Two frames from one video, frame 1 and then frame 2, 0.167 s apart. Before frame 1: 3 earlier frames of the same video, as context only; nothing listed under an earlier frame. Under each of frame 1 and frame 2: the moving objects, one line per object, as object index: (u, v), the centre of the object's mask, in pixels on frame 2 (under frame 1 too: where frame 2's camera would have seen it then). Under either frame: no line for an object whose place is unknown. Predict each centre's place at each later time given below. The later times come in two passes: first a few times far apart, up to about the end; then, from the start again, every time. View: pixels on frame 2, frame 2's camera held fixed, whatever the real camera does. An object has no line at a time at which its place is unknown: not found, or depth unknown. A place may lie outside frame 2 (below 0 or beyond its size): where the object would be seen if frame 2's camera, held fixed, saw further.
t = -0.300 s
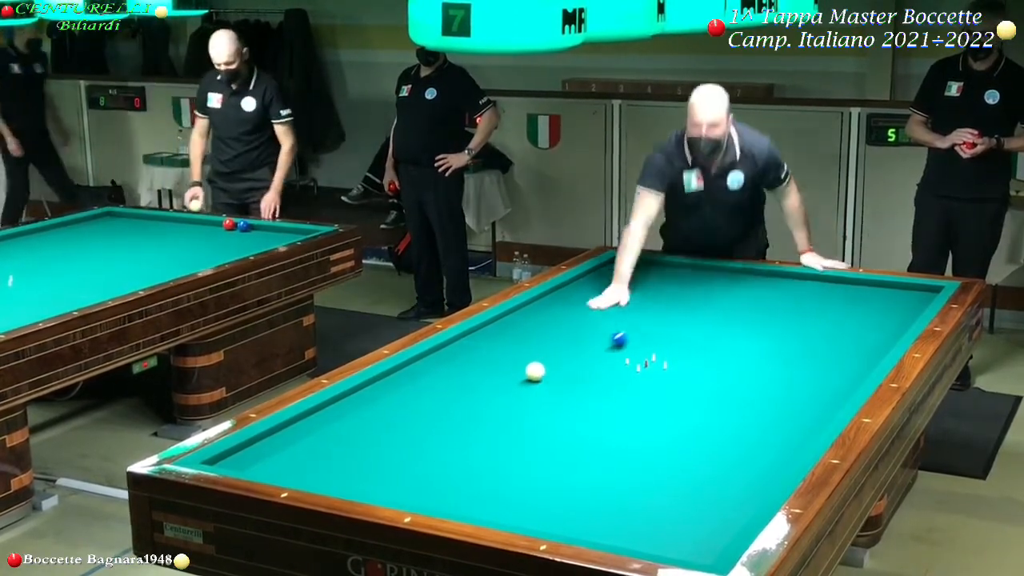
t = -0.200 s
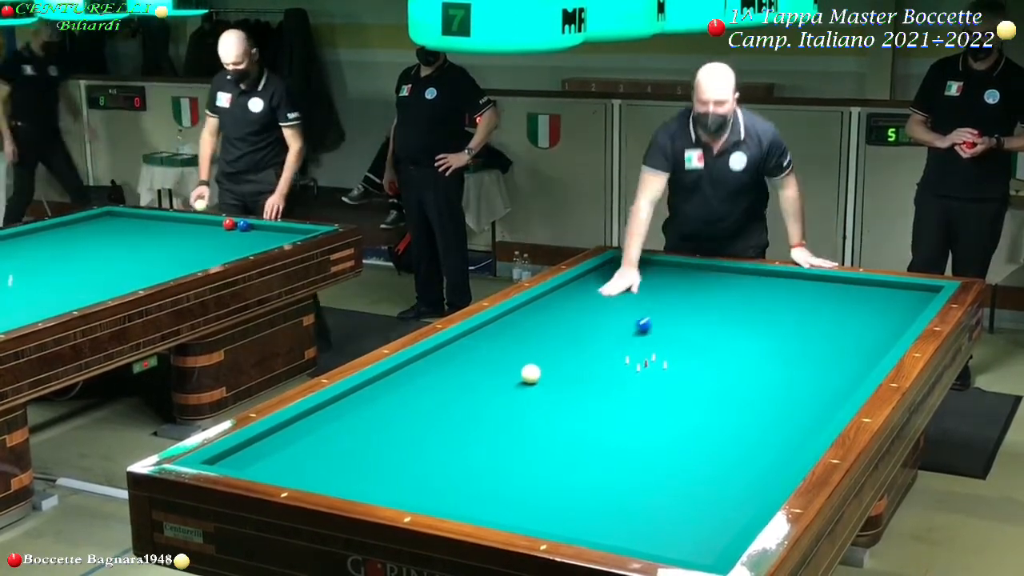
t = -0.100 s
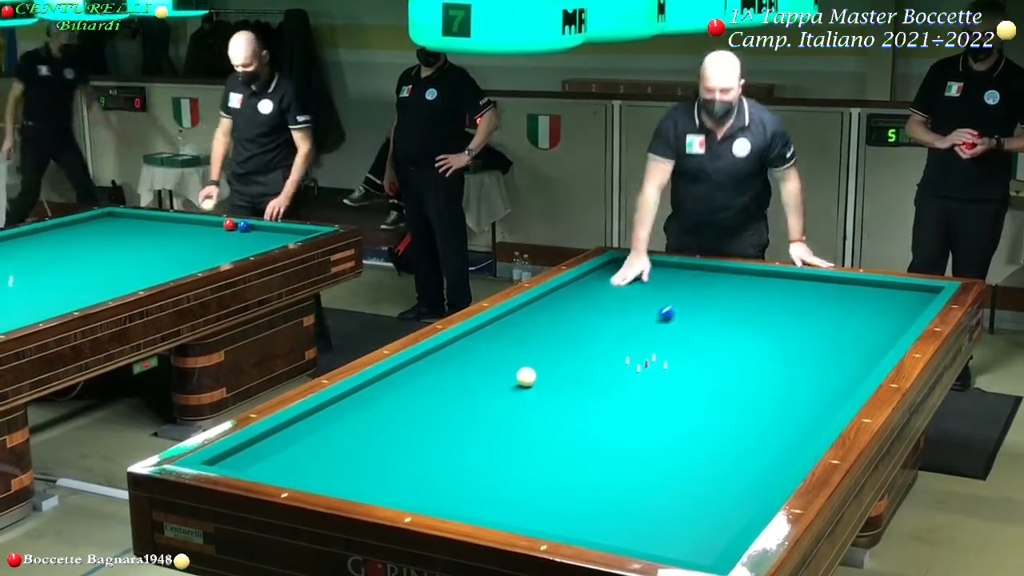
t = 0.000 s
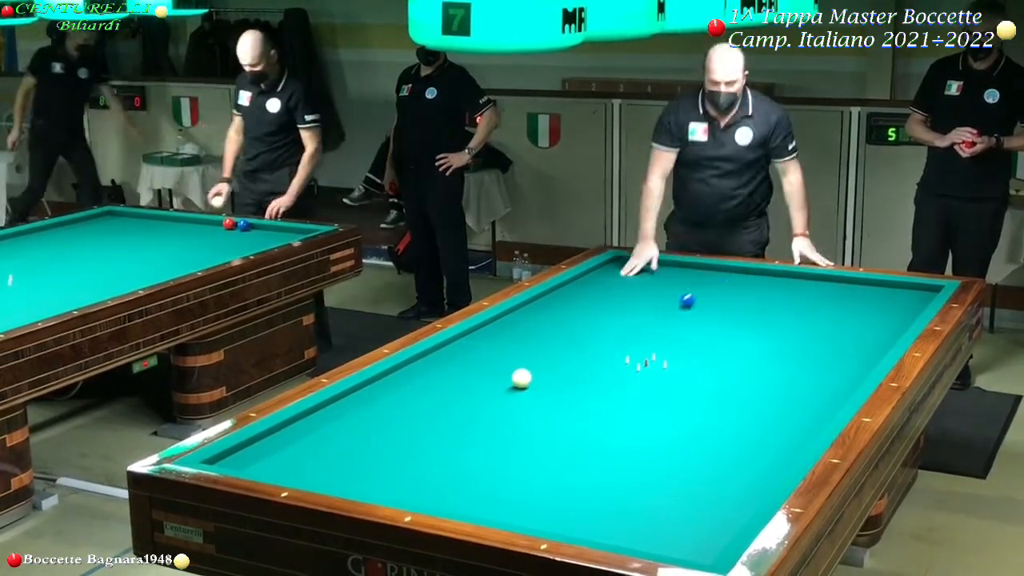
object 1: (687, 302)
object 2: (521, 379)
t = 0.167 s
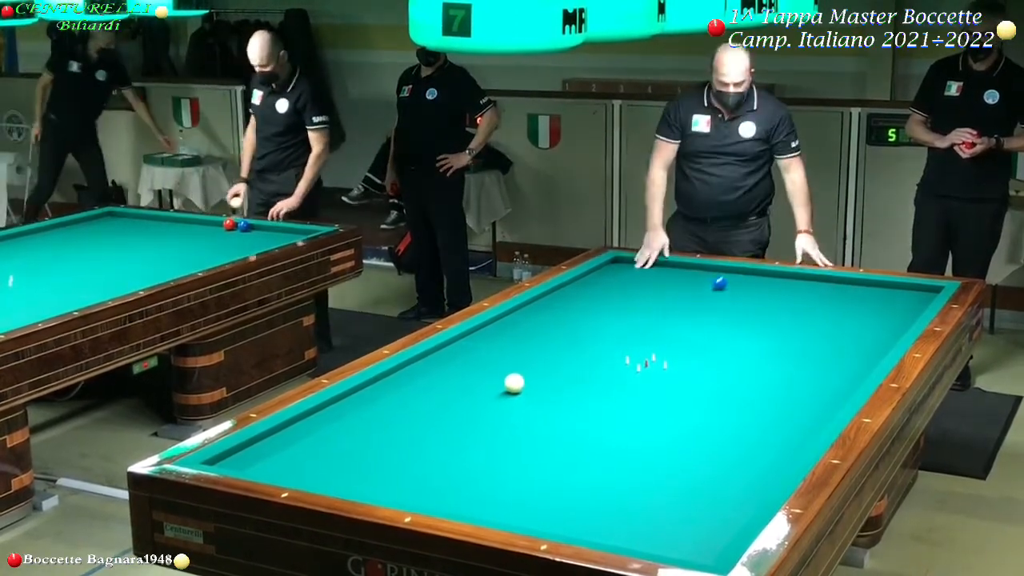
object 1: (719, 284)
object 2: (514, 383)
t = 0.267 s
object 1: (736, 274)
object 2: (509, 386)
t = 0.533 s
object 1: (715, 290)
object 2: (497, 393)
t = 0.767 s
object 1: (691, 308)
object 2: (486, 398)
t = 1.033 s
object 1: (667, 326)
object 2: (474, 405)
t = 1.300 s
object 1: (641, 345)
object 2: (462, 411)
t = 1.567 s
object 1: (614, 367)
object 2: (450, 417)
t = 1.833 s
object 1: (583, 391)
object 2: (438, 423)
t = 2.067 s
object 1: (553, 413)
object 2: (428, 428)
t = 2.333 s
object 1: (516, 442)
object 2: (417, 435)
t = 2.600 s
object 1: (475, 474)
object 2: (406, 440)
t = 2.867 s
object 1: (433, 502)
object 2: (395, 445)
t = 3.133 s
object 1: (467, 484)
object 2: (385, 450)
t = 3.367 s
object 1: (490, 468)
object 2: (377, 454)
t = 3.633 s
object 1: (515, 452)
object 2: (368, 459)
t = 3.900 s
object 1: (537, 437)
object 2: (360, 463)
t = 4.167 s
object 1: (557, 424)
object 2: (352, 467)
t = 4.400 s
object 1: (573, 413)
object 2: (346, 470)
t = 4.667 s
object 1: (589, 401)
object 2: (339, 474)
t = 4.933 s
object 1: (605, 390)
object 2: (333, 476)
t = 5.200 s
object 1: (619, 380)
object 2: (327, 478)
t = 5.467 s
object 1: (633, 371)
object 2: (323, 479)
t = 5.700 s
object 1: (643, 363)
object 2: (321, 480)
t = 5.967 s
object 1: (655, 356)
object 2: (321, 480)
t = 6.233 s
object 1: (665, 348)
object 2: (321, 479)
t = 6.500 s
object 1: (676, 341)
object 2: (321, 479)
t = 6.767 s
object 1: (685, 335)
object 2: (321, 479)
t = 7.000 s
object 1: (693, 330)
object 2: (321, 479)
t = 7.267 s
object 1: (702, 324)
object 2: (321, 479)
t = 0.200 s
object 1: (725, 280)
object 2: (512, 384)
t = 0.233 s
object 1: (731, 277)
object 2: (510, 385)
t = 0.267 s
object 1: (736, 274)
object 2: (509, 386)
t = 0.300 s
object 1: (742, 271)
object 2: (507, 387)
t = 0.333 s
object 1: (738, 273)
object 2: (506, 388)
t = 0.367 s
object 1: (735, 276)
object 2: (504, 389)
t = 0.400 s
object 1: (730, 279)
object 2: (503, 389)
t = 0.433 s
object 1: (727, 282)
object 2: (501, 390)
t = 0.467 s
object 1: (723, 285)
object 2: (500, 391)
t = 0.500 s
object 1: (719, 288)
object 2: (498, 392)
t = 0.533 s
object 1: (715, 290)
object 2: (497, 393)
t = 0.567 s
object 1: (711, 293)
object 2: (495, 394)
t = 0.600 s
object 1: (708, 295)
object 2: (494, 395)
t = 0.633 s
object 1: (704, 298)
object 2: (492, 395)
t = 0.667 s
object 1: (701, 300)
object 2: (490, 396)
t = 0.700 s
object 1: (698, 303)
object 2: (489, 397)
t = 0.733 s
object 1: (694, 305)
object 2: (487, 398)
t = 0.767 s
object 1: (691, 308)
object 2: (486, 398)
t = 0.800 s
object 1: (688, 309)
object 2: (484, 399)
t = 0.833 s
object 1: (686, 312)
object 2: (483, 400)
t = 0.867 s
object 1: (683, 314)
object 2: (482, 401)
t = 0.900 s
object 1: (680, 316)
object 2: (480, 401)
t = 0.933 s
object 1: (676, 319)
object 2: (478, 402)
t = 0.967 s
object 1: (674, 321)
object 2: (477, 403)
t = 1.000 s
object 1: (671, 323)
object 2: (475, 404)
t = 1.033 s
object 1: (667, 326)
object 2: (474, 405)
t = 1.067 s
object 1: (664, 328)
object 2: (472, 406)
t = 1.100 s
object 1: (661, 330)
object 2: (471, 406)
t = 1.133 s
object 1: (658, 333)
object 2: (469, 407)
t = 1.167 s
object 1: (655, 335)
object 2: (468, 408)
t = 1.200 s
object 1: (651, 338)
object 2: (466, 409)
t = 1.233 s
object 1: (648, 340)
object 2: (465, 409)
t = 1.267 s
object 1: (645, 343)
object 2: (463, 410)
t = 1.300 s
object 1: (641, 345)
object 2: (462, 411)
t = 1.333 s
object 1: (638, 348)
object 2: (460, 412)
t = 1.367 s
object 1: (635, 350)
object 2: (459, 413)
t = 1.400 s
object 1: (631, 353)
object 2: (457, 413)
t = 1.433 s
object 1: (628, 356)
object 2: (456, 414)
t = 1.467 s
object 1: (624, 358)
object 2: (454, 415)
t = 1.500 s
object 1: (621, 361)
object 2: (453, 416)
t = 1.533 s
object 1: (617, 364)
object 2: (451, 416)
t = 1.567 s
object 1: (614, 367)
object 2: (450, 417)
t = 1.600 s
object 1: (610, 370)
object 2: (448, 418)
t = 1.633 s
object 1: (606, 372)
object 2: (447, 419)
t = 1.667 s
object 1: (602, 375)
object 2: (446, 420)
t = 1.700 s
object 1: (599, 378)
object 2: (444, 420)
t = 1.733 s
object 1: (595, 381)
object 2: (443, 421)
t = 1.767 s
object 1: (591, 384)
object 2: (441, 422)
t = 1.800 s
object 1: (587, 387)
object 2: (440, 423)
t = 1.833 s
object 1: (583, 391)
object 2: (438, 423)
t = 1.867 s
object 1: (579, 394)
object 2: (437, 424)
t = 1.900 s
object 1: (575, 397)
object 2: (435, 425)
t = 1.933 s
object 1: (571, 400)
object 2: (434, 426)
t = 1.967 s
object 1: (567, 403)
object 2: (433, 426)
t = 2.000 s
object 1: (562, 406)
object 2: (431, 427)
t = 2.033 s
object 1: (558, 410)
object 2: (429, 428)
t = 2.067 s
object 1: (553, 413)
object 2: (428, 428)
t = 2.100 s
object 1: (549, 416)
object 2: (427, 429)
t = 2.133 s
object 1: (544, 420)
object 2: (425, 430)
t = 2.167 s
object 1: (540, 423)
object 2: (424, 431)
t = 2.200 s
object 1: (535, 427)
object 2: (422, 432)
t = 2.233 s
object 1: (530, 431)
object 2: (421, 432)
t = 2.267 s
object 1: (526, 434)
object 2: (420, 433)
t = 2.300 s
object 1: (521, 438)
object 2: (418, 434)
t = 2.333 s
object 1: (516, 442)
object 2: (417, 435)
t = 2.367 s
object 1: (512, 446)
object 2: (416, 435)
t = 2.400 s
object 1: (506, 450)
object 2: (414, 436)
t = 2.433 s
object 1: (501, 453)
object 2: (413, 436)
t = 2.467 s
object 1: (496, 457)
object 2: (412, 437)
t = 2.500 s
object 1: (491, 461)
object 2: (410, 438)
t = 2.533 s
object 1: (486, 465)
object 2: (409, 439)
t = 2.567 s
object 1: (480, 470)
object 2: (407, 439)
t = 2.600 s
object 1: (475, 474)
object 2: (406, 440)
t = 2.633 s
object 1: (469, 479)
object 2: (405, 440)
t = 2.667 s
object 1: (464, 483)
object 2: (403, 441)
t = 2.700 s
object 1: (458, 488)
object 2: (402, 442)
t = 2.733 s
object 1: (452, 492)
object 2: (400, 443)
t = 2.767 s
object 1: (446, 496)
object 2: (399, 443)
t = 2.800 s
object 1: (440, 499)
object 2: (398, 444)
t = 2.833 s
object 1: (435, 502)
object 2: (397, 445)
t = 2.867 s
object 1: (433, 502)
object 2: (395, 445)
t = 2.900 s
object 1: (438, 501)
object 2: (394, 446)
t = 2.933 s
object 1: (443, 499)
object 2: (393, 446)
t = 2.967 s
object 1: (447, 497)
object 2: (392, 447)
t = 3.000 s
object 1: (452, 494)
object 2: (390, 447)
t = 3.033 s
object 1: (456, 491)
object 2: (389, 448)
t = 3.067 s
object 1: (460, 488)
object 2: (388, 449)
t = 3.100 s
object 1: (463, 486)
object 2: (387, 449)
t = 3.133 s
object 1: (467, 484)
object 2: (385, 450)
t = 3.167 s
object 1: (470, 482)
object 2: (384, 451)
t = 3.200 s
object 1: (474, 479)
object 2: (383, 451)
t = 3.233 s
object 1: (477, 477)
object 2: (382, 452)
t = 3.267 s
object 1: (480, 475)
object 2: (380, 452)
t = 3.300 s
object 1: (484, 473)
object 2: (379, 453)
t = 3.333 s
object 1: (487, 470)
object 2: (378, 454)
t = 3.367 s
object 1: (490, 468)
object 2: (377, 454)
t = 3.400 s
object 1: (493, 466)
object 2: (376, 455)
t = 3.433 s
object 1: (497, 464)
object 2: (375, 455)
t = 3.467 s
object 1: (500, 462)
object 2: (373, 456)
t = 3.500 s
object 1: (503, 460)
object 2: (372, 456)
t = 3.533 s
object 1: (506, 458)
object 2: (371, 457)
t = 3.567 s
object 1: (509, 456)
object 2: (370, 458)
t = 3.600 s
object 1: (512, 454)
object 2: (369, 458)
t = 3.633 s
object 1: (515, 452)
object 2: (368, 459)
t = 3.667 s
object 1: (517, 450)
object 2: (367, 459)
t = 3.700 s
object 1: (520, 448)
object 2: (366, 460)
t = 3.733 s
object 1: (523, 447)
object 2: (365, 460)
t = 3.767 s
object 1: (526, 445)
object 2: (364, 461)
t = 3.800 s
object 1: (529, 443)
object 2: (363, 462)
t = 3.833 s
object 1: (531, 441)
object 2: (361, 462)
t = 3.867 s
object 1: (534, 439)
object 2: (361, 462)
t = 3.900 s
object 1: (537, 437)
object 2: (360, 463)
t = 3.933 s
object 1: (539, 436)
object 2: (358, 464)
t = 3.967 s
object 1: (542, 434)
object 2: (357, 464)
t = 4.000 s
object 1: (544, 432)
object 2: (357, 465)
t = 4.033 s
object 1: (547, 430)
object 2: (356, 465)
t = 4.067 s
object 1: (550, 429)
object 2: (355, 466)
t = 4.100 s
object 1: (552, 427)
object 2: (354, 466)
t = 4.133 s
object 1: (554, 425)
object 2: (353, 467)
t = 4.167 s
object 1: (557, 424)
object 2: (352, 467)
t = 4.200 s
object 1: (559, 422)
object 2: (351, 468)
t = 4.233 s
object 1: (562, 420)
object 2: (350, 468)
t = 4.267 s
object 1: (564, 419)
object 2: (349, 469)
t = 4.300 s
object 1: (566, 417)
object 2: (348, 469)
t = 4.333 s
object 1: (568, 416)
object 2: (347, 469)
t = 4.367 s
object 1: (570, 414)
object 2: (346, 470)
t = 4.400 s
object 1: (573, 413)
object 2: (346, 470)
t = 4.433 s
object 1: (575, 411)
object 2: (345, 471)
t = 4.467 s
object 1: (577, 410)
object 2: (344, 471)
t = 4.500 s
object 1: (579, 408)
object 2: (343, 472)
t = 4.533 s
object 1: (581, 407)
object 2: (342, 472)
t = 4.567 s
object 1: (583, 405)
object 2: (341, 472)
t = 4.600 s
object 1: (585, 404)
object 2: (341, 473)
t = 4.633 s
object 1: (587, 402)
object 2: (340, 473)
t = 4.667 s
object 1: (589, 401)
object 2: (339, 474)
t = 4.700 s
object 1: (591, 399)
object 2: (338, 474)
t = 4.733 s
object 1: (593, 398)
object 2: (337, 474)
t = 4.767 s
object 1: (595, 397)
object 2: (336, 475)
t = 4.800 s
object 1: (597, 395)
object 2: (336, 475)
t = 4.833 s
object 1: (599, 394)
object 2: (335, 476)
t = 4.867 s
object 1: (601, 393)
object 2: (334, 476)
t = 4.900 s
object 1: (603, 391)
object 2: (333, 476)
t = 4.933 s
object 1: (605, 390)
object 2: (333, 476)
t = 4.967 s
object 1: (607, 389)
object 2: (332, 476)
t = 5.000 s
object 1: (609, 387)
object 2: (331, 477)
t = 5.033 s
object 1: (610, 386)
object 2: (331, 477)
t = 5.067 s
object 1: (612, 385)
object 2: (330, 477)
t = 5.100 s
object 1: (614, 384)
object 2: (329, 477)
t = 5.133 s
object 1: (616, 383)
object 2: (328, 478)
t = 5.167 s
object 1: (618, 381)
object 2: (328, 477)
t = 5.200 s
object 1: (619, 380)
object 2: (327, 478)
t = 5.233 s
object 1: (621, 379)
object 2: (326, 478)
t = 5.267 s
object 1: (623, 377)
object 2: (326, 478)
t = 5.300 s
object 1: (624, 376)
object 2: (325, 478)
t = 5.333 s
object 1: (626, 375)
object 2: (325, 478)
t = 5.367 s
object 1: (628, 374)
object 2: (324, 478)
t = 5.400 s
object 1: (629, 373)
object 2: (324, 478)
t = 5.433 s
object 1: (631, 372)
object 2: (323, 479)
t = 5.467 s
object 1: (633, 371)
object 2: (323, 479)
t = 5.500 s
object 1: (634, 370)
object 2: (322, 479)
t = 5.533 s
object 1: (636, 369)
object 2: (322, 479)
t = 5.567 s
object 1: (638, 368)
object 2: (322, 480)
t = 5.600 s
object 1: (639, 367)
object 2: (321, 480)
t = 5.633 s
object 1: (640, 365)
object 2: (321, 480)
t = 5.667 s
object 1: (642, 364)
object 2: (321, 480)
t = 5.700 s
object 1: (643, 363)
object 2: (321, 480)
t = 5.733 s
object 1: (645, 362)
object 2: (320, 480)
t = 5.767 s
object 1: (646, 361)
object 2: (320, 480)
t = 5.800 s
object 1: (648, 360)
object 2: (320, 480)
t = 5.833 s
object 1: (649, 359)
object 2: (320, 480)
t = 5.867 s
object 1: (651, 358)
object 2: (320, 480)
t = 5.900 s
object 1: (652, 357)
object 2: (320, 480)
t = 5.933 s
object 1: (653, 357)
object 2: (321, 480)
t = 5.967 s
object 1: (655, 356)
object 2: (321, 480)
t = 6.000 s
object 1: (656, 355)
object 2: (321, 480)
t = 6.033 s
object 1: (657, 354)
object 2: (321, 480)
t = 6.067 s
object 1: (659, 353)
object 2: (321, 480)
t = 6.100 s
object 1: (660, 352)
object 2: (321, 480)
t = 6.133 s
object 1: (661, 351)
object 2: (321, 479)
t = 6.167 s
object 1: (663, 350)
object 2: (321, 480)
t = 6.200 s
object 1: (664, 349)
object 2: (321, 479)
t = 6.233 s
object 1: (665, 348)
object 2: (321, 479)
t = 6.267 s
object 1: (667, 347)
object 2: (321, 479)
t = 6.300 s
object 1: (668, 346)
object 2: (321, 479)
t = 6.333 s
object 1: (669, 345)
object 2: (321, 479)
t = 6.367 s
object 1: (671, 345)
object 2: (321, 479)
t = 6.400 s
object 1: (672, 344)
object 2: (321, 479)
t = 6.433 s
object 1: (673, 343)
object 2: (321, 479)
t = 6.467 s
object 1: (674, 342)
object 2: (321, 479)
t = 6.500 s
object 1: (676, 341)
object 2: (321, 479)
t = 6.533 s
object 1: (677, 341)
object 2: (321, 479)
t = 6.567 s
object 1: (678, 340)
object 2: (321, 479)
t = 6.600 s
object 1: (679, 339)
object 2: (321, 479)
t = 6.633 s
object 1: (680, 338)
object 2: (321, 479)
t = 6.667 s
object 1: (682, 337)
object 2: (321, 479)
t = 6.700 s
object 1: (683, 337)
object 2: (321, 479)
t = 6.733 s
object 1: (684, 336)
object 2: (321, 479)
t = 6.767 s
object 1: (685, 335)
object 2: (321, 479)
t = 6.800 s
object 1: (686, 334)
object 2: (321, 479)
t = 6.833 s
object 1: (687, 333)
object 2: (321, 479)
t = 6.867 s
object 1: (689, 332)
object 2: (321, 479)
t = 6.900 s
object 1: (690, 332)
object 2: (321, 479)
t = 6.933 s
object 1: (691, 331)
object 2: (321, 479)
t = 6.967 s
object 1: (692, 330)
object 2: (321, 479)
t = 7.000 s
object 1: (693, 330)
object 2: (321, 479)
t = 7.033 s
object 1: (694, 329)
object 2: (321, 479)
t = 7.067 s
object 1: (695, 328)
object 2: (321, 479)
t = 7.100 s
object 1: (696, 327)
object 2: (320, 479)
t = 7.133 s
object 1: (698, 327)
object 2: (320, 479)
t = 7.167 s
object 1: (699, 326)
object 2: (320, 479)
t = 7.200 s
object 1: (700, 325)
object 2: (320, 479)
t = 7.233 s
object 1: (701, 325)
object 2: (320, 479)
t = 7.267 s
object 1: (702, 324)
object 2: (321, 479)
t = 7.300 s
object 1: (703, 324)
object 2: (320, 479)
